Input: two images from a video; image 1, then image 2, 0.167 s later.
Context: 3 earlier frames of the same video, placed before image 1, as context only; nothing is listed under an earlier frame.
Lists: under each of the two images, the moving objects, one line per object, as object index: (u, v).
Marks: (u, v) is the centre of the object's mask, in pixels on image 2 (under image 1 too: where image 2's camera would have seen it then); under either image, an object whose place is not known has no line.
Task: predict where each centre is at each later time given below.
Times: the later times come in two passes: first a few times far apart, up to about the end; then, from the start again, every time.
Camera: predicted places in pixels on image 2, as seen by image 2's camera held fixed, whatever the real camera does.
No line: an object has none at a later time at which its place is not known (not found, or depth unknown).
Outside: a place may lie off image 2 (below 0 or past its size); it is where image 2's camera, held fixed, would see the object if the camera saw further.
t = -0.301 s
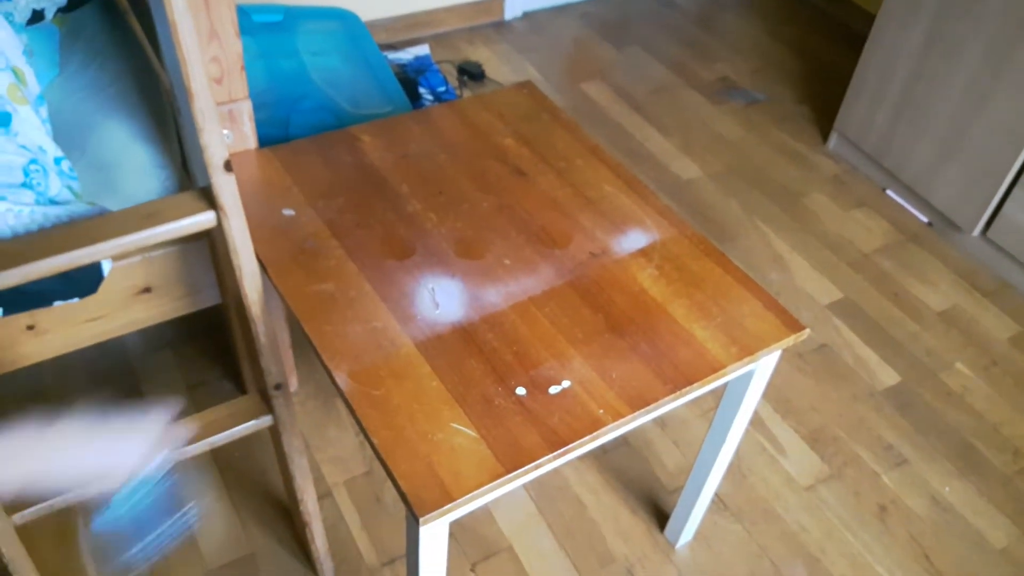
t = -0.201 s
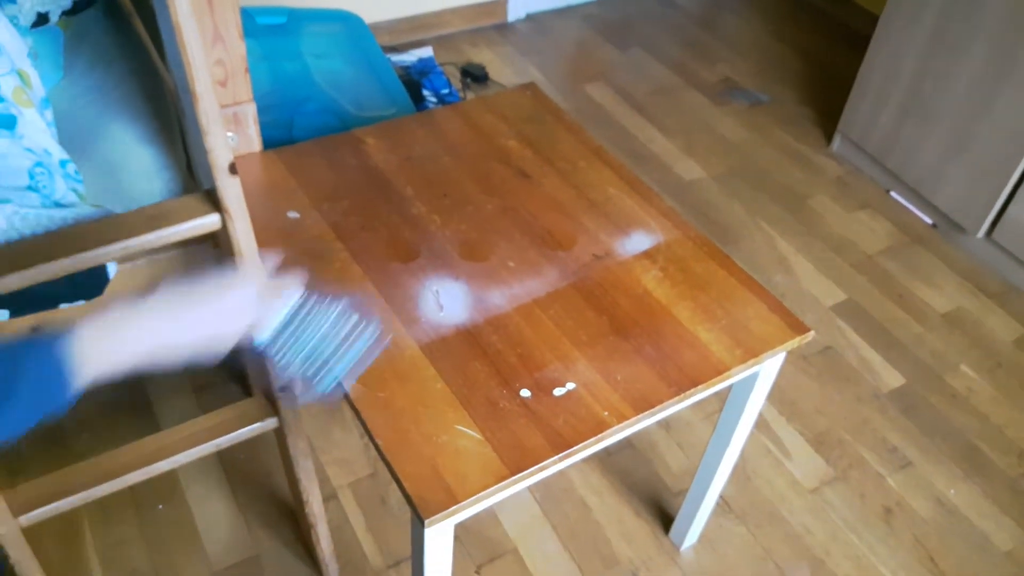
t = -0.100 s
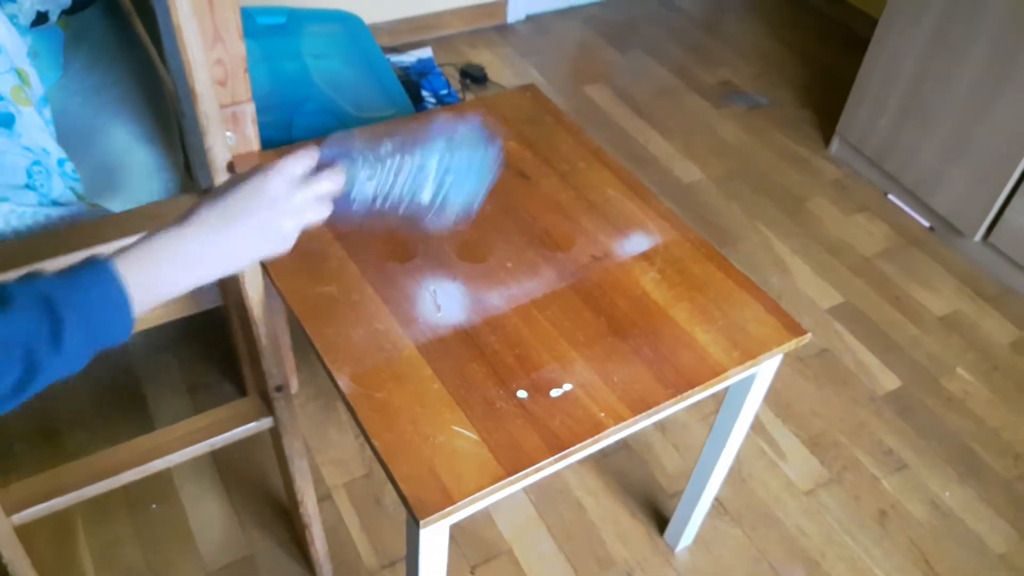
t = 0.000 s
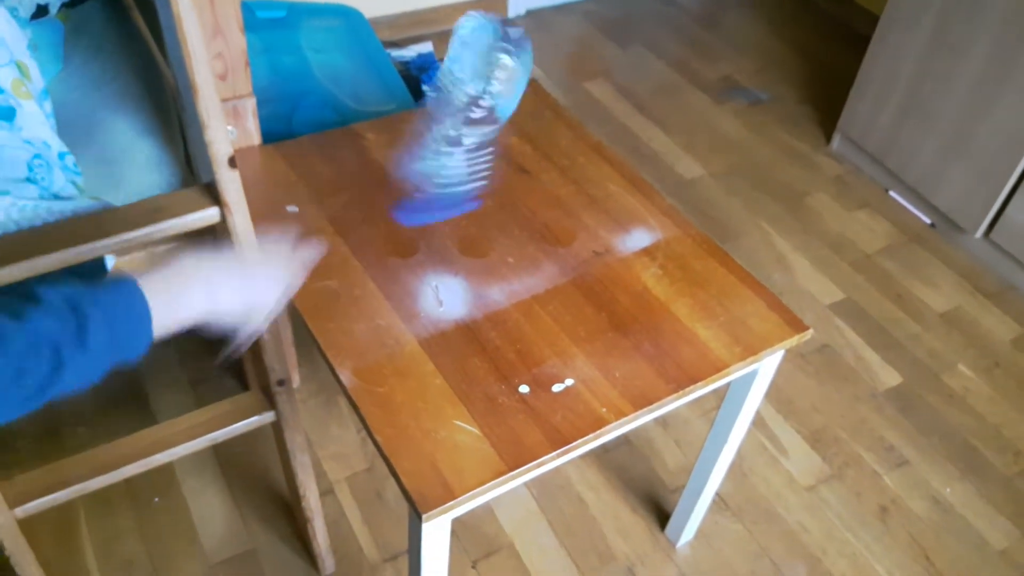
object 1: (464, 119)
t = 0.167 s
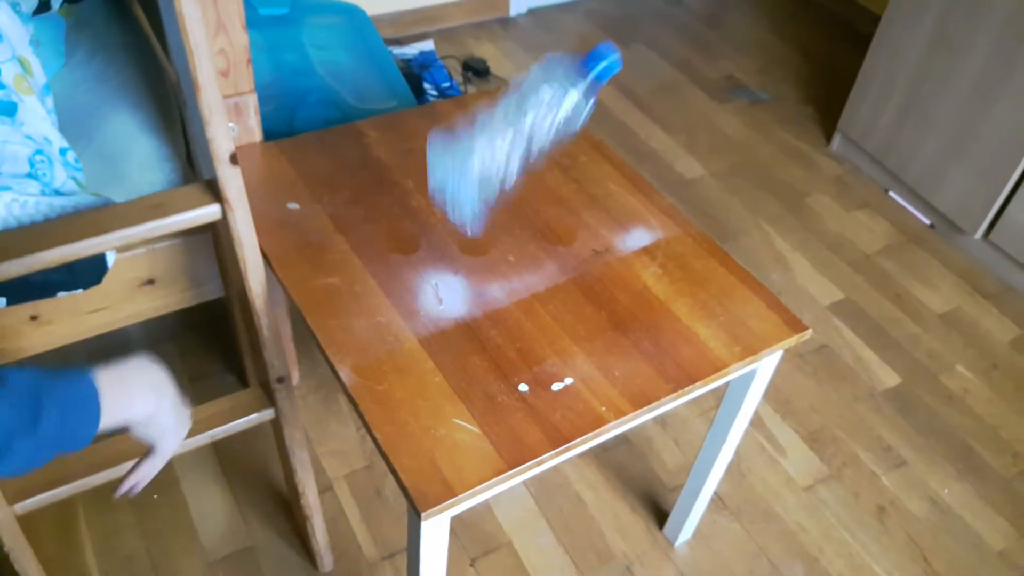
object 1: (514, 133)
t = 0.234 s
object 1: (498, 224)
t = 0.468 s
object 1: (434, 296)
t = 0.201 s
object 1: (508, 174)
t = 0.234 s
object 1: (498, 224)
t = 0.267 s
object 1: (492, 260)
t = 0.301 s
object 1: (480, 263)
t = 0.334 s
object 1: (468, 269)
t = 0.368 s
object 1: (461, 274)
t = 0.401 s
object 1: (453, 279)
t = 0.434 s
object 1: (444, 287)
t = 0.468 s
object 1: (434, 296)
